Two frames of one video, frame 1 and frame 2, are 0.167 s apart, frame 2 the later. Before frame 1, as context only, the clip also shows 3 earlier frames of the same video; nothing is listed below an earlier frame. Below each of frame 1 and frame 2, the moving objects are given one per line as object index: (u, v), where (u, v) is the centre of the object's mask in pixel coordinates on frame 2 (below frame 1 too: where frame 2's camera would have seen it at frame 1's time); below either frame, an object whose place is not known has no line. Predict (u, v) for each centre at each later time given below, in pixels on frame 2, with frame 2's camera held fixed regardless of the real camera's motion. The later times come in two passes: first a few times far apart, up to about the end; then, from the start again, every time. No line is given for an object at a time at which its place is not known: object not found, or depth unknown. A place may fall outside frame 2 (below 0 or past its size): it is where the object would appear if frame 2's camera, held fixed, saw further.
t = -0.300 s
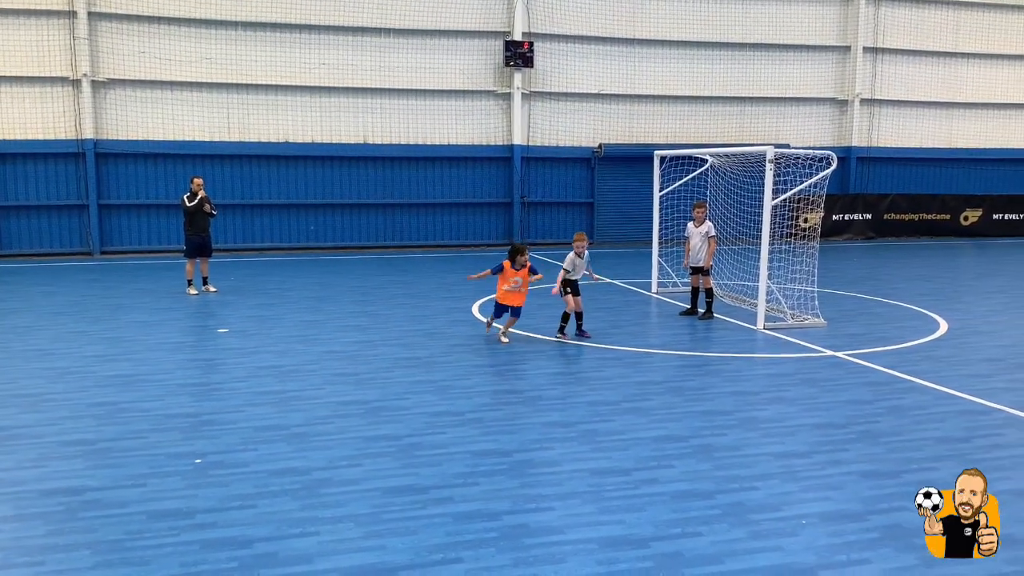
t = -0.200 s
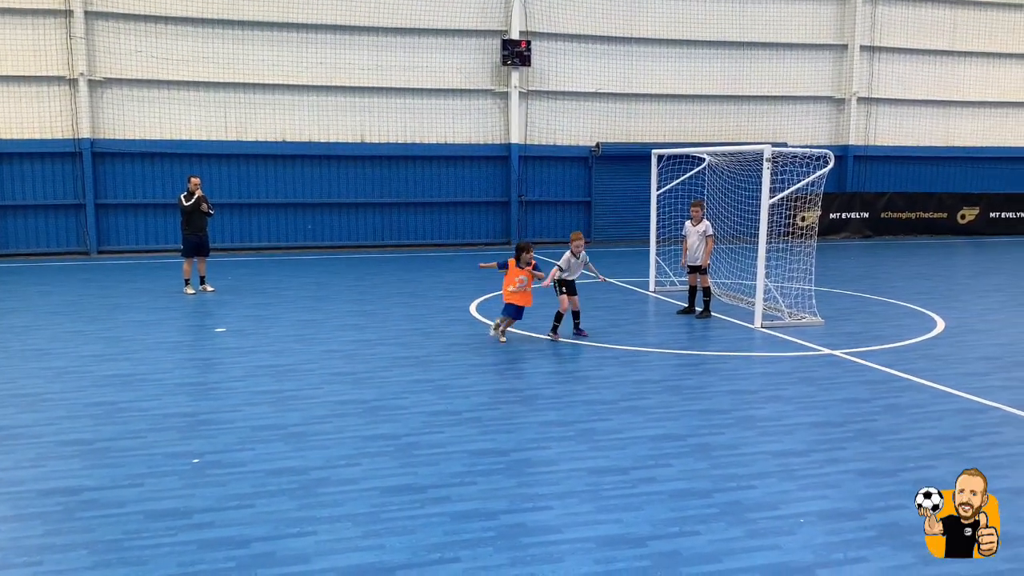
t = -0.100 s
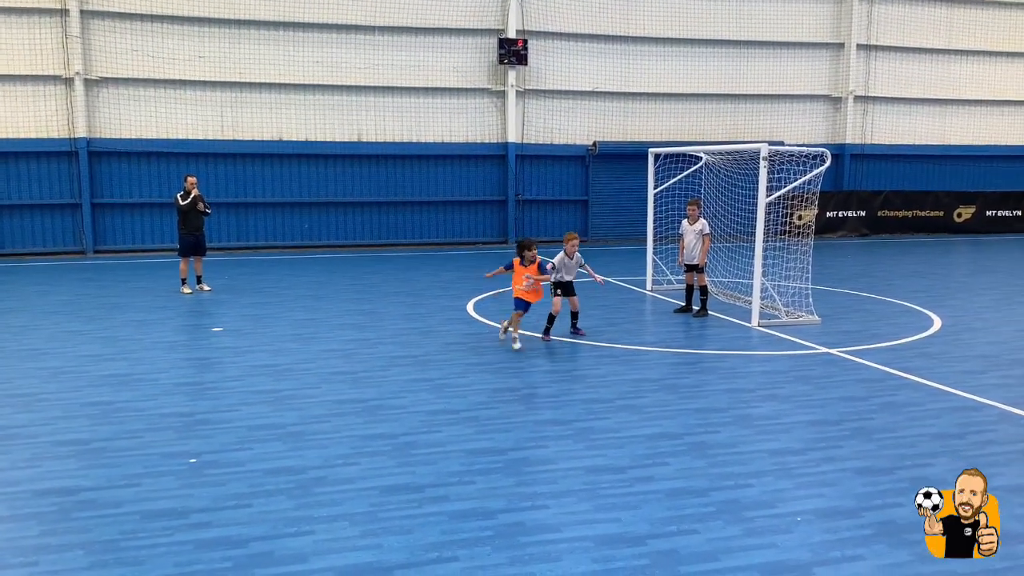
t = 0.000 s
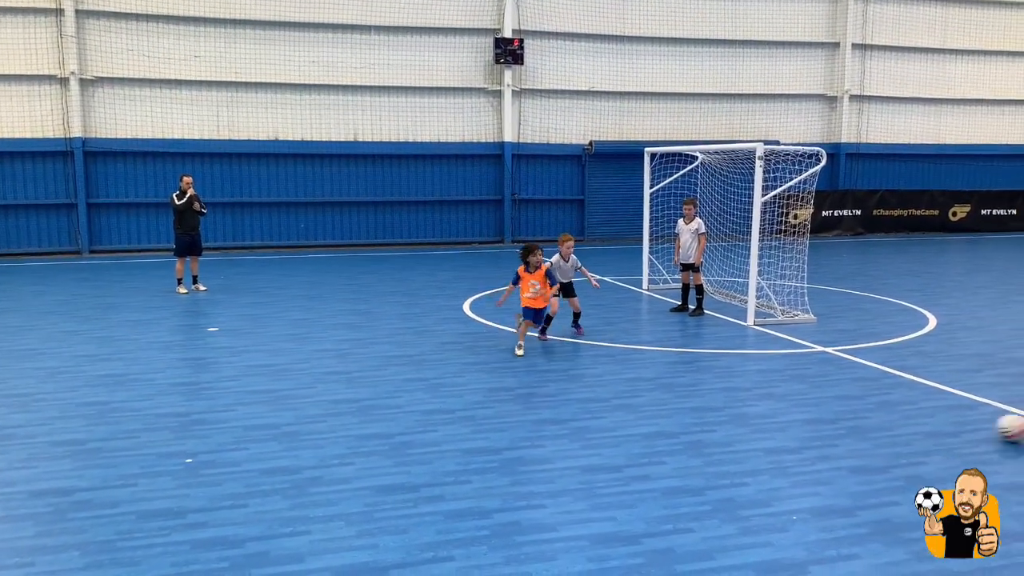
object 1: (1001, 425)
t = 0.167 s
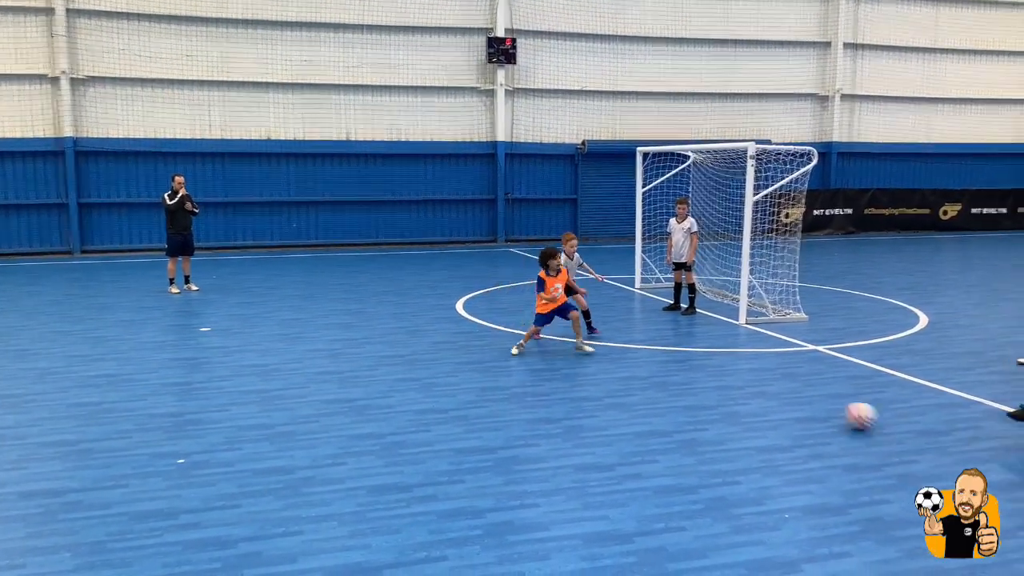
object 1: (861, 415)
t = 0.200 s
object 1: (835, 414)
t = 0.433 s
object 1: (689, 404)
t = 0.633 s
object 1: (577, 396)
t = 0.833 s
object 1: (476, 387)
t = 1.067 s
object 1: (366, 380)
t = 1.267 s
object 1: (278, 376)
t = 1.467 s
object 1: (197, 371)
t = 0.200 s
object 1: (835, 414)
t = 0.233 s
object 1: (812, 413)
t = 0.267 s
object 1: (790, 411)
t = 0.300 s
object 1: (769, 410)
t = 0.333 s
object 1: (749, 408)
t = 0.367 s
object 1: (728, 407)
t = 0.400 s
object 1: (707, 405)
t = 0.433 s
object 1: (689, 404)
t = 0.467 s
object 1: (669, 402)
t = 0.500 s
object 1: (650, 401)
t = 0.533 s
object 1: (632, 400)
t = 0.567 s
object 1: (613, 398)
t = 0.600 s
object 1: (595, 396)
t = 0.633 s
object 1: (577, 396)
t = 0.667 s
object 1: (560, 394)
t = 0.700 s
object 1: (542, 393)
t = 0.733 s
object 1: (526, 391)
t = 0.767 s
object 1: (508, 390)
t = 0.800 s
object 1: (491, 389)
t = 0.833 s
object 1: (476, 387)
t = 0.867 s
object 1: (459, 386)
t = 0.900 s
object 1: (442, 386)
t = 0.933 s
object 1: (428, 384)
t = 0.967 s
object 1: (412, 384)
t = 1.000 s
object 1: (397, 383)
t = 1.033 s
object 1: (381, 381)
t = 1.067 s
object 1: (366, 380)
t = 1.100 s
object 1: (350, 379)
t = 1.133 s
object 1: (335, 379)
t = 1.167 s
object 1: (321, 377)
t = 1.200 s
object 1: (306, 377)
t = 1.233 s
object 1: (293, 376)
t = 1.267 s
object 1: (278, 376)
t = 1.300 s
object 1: (264, 375)
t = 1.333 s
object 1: (250, 374)
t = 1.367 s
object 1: (236, 374)
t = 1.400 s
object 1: (223, 372)
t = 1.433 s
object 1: (210, 372)
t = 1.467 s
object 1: (197, 371)
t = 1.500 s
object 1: (183, 370)
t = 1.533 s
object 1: (171, 370)
